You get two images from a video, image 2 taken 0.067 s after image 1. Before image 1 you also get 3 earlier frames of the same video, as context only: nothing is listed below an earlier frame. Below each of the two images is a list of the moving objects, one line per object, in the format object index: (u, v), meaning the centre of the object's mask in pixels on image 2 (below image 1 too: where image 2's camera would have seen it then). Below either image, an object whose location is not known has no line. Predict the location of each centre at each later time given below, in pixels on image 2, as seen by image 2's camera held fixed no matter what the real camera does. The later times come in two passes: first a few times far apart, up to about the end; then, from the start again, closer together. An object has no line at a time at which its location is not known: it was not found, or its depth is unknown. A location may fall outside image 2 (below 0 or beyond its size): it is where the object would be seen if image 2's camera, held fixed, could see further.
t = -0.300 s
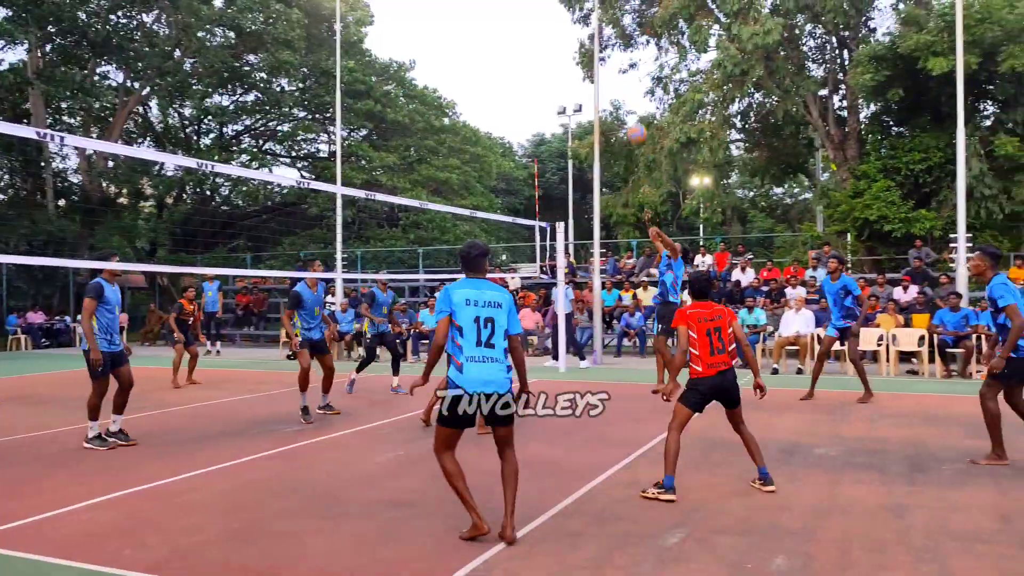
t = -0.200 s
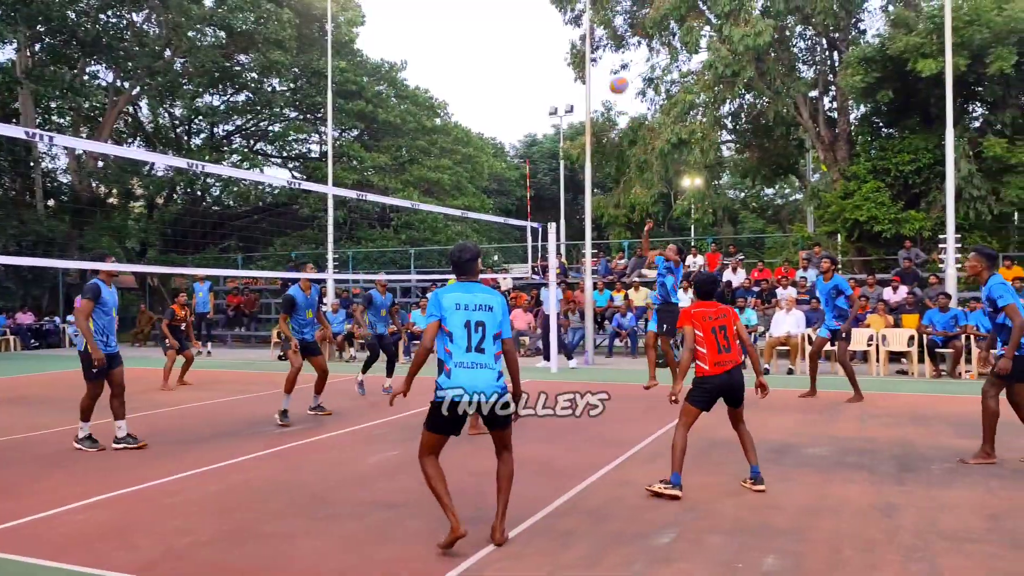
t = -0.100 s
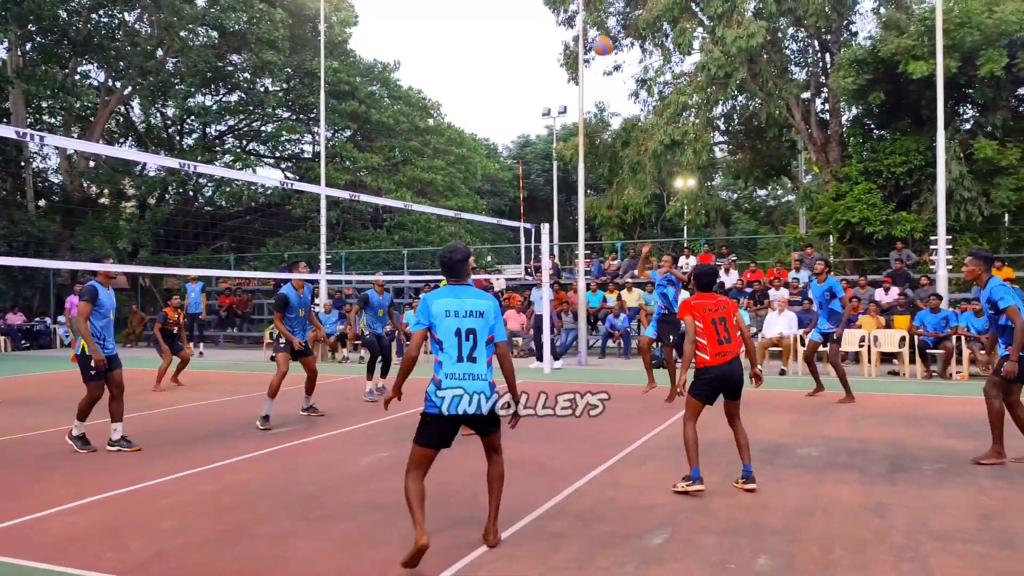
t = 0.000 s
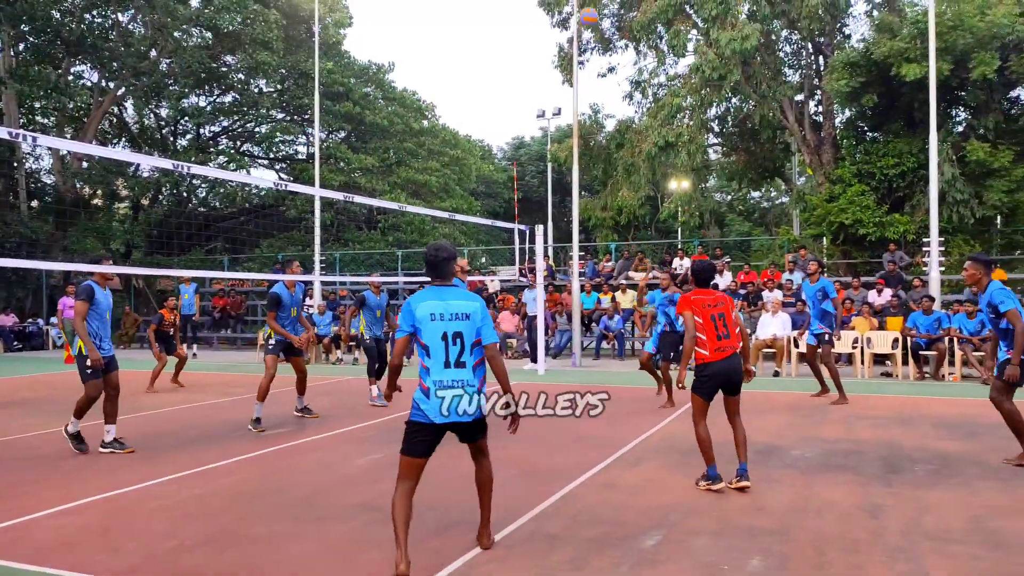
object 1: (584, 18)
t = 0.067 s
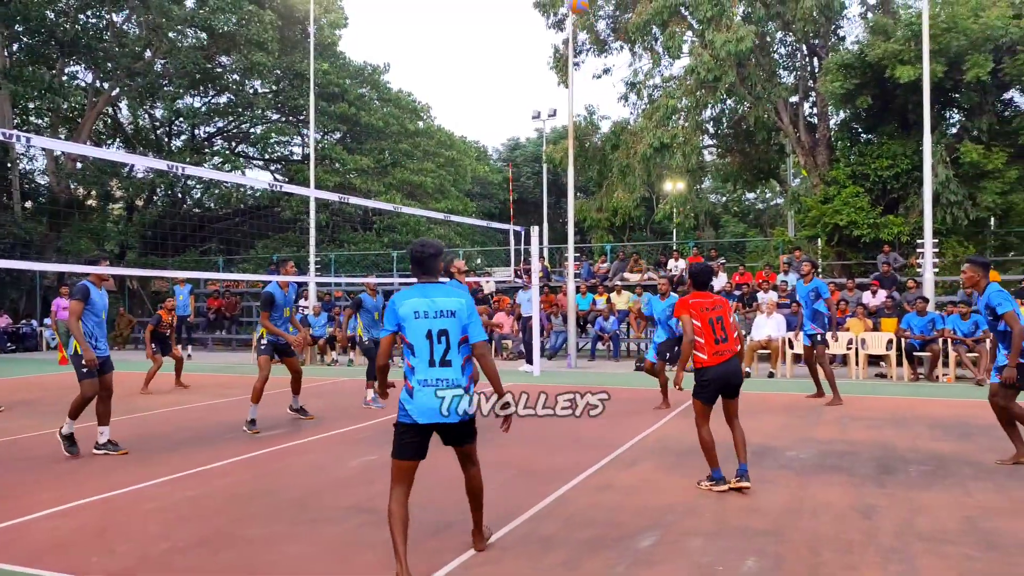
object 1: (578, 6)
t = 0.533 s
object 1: (540, 7)
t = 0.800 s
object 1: (518, 97)
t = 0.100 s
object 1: (575, 3)
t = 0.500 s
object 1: (542, 2)
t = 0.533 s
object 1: (540, 7)
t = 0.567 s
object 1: (536, 15)
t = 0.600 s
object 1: (534, 24)
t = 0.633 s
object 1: (531, 34)
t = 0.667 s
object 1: (528, 45)
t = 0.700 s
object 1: (525, 57)
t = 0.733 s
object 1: (523, 69)
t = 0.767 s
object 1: (521, 83)
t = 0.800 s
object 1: (518, 97)
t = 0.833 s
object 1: (516, 113)
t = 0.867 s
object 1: (514, 130)
